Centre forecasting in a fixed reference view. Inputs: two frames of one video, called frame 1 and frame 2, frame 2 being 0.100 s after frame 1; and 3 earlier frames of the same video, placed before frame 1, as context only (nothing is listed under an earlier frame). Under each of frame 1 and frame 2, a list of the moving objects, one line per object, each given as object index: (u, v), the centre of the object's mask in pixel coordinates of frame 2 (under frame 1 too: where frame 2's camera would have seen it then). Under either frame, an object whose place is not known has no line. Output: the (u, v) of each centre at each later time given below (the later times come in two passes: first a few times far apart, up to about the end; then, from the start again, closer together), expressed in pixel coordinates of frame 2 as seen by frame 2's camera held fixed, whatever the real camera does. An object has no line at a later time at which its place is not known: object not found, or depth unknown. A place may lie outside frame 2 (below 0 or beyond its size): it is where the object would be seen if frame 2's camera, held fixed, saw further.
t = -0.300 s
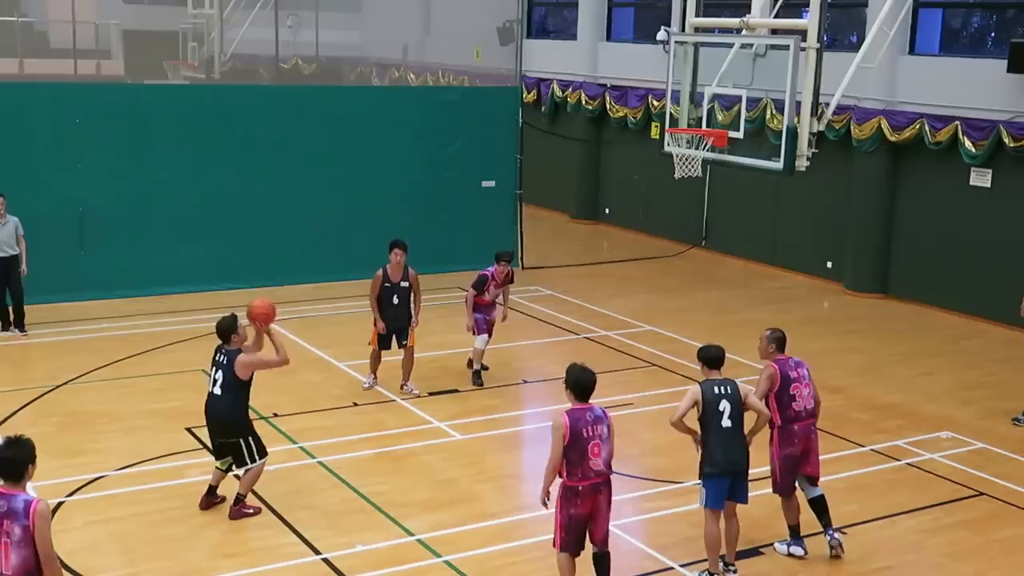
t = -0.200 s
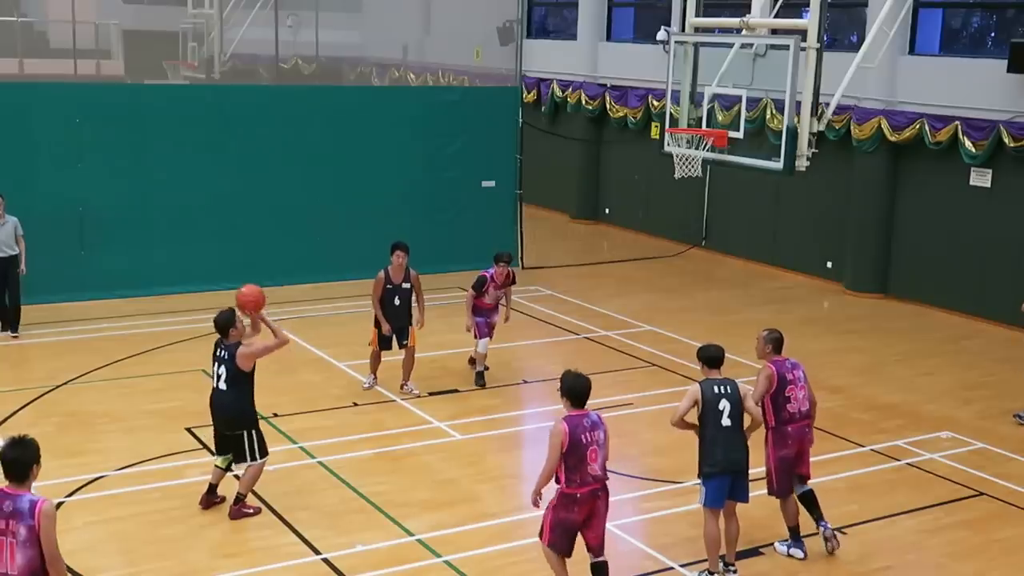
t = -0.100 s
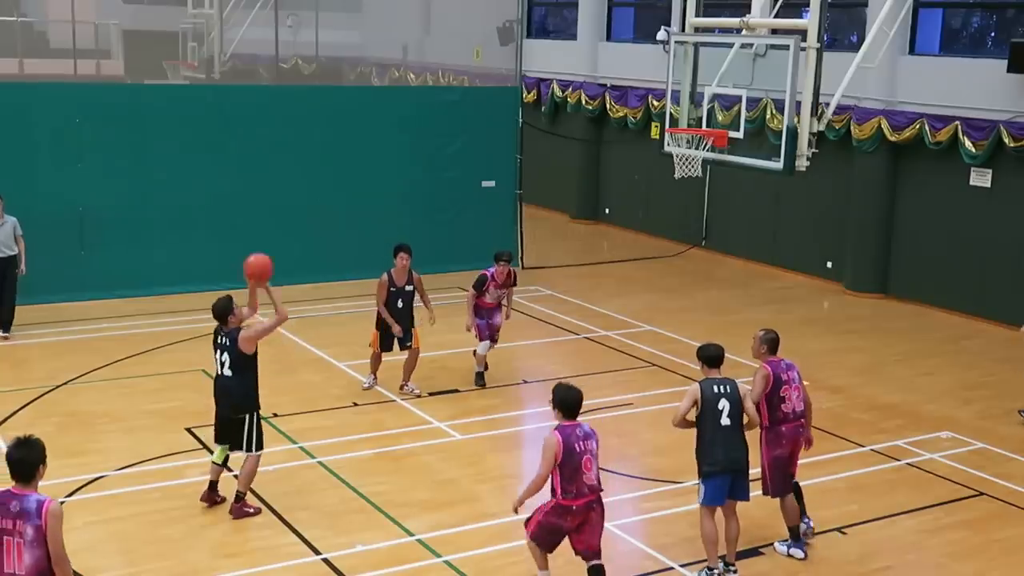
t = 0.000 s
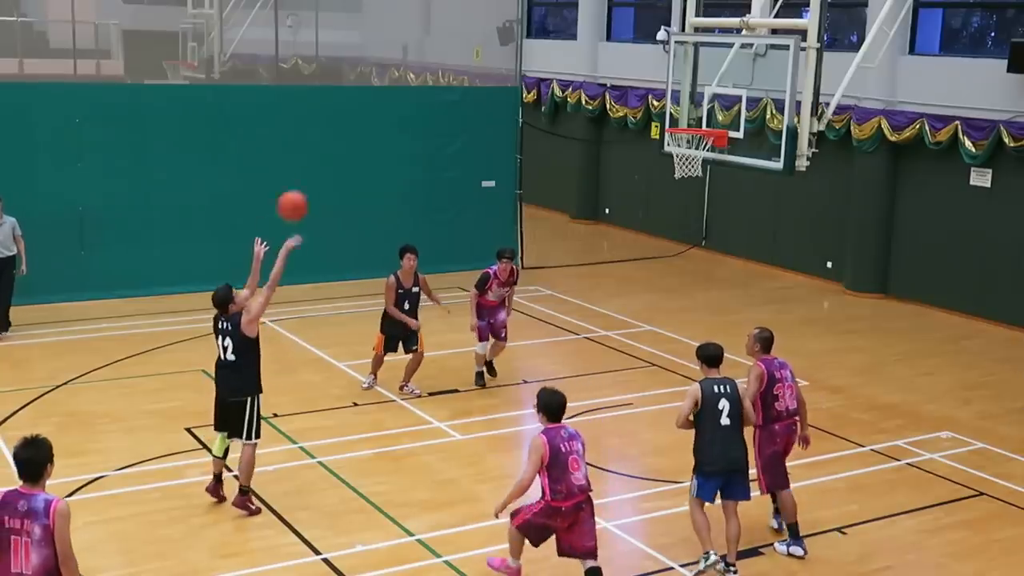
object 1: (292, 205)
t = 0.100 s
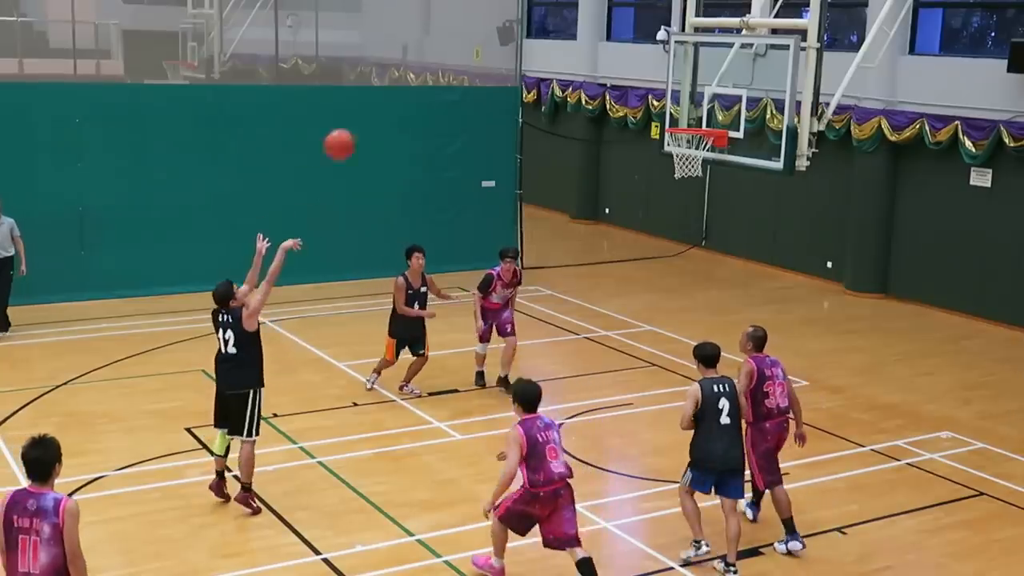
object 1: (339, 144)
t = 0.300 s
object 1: (430, 59)
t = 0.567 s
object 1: (542, 21)
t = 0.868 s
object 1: (654, 72)
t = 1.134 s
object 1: (714, 100)
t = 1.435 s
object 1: (684, 100)
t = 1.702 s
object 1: (646, 123)
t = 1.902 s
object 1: (619, 167)
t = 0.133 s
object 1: (355, 127)
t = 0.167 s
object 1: (370, 110)
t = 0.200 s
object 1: (386, 95)
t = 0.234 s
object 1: (401, 81)
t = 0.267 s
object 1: (416, 69)
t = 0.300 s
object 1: (430, 59)
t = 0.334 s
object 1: (445, 49)
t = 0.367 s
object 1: (460, 41)
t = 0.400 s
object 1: (474, 35)
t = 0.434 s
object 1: (487, 29)
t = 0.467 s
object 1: (501, 25)
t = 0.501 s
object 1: (515, 23)
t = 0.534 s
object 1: (529, 21)
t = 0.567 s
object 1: (542, 21)
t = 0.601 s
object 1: (556, 22)
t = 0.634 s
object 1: (569, 24)
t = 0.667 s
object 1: (582, 27)
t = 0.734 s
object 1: (607, 38)
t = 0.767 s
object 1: (619, 44)
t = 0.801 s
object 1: (631, 53)
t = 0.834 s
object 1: (643, 63)
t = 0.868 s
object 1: (654, 72)
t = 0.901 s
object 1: (665, 83)
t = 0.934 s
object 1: (677, 96)
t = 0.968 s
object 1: (687, 109)
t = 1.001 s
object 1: (696, 120)
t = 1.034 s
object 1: (700, 114)
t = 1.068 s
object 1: (705, 108)
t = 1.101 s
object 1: (709, 103)
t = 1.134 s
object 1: (714, 100)
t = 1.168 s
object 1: (718, 98)
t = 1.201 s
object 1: (720, 97)
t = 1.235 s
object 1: (716, 94)
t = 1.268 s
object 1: (711, 92)
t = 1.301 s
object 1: (705, 92)
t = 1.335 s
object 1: (700, 92)
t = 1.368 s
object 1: (695, 93)
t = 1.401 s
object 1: (690, 96)
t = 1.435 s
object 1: (684, 100)
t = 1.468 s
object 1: (677, 105)
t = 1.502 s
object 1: (671, 112)
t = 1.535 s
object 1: (666, 117)
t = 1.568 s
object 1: (663, 117)
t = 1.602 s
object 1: (658, 117)
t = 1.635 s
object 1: (654, 118)
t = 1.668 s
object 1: (651, 120)
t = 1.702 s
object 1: (646, 123)
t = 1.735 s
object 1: (641, 128)
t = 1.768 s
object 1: (638, 133)
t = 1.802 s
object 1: (633, 140)
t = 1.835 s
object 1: (629, 148)
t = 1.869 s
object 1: (624, 157)
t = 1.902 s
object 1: (619, 167)
